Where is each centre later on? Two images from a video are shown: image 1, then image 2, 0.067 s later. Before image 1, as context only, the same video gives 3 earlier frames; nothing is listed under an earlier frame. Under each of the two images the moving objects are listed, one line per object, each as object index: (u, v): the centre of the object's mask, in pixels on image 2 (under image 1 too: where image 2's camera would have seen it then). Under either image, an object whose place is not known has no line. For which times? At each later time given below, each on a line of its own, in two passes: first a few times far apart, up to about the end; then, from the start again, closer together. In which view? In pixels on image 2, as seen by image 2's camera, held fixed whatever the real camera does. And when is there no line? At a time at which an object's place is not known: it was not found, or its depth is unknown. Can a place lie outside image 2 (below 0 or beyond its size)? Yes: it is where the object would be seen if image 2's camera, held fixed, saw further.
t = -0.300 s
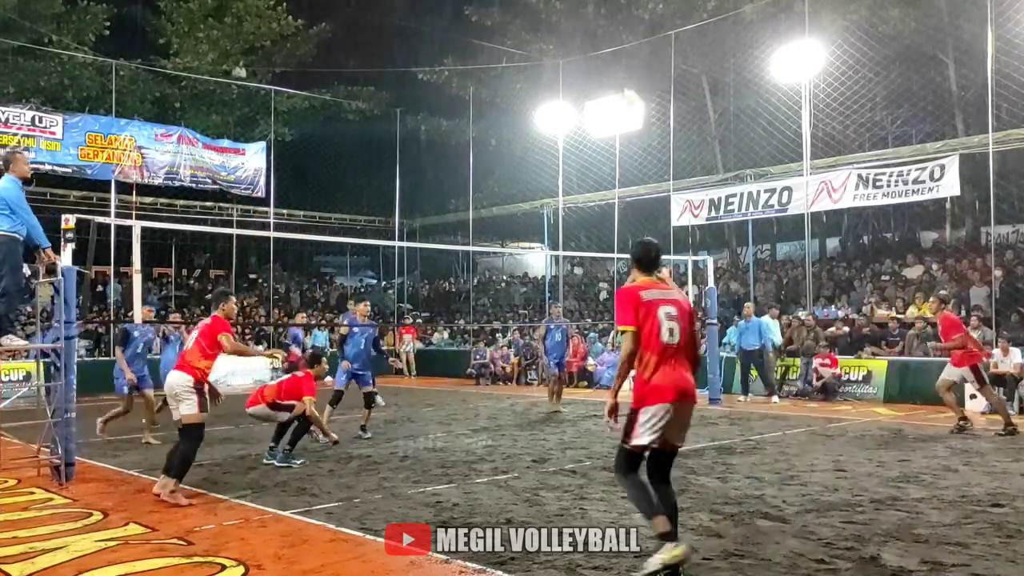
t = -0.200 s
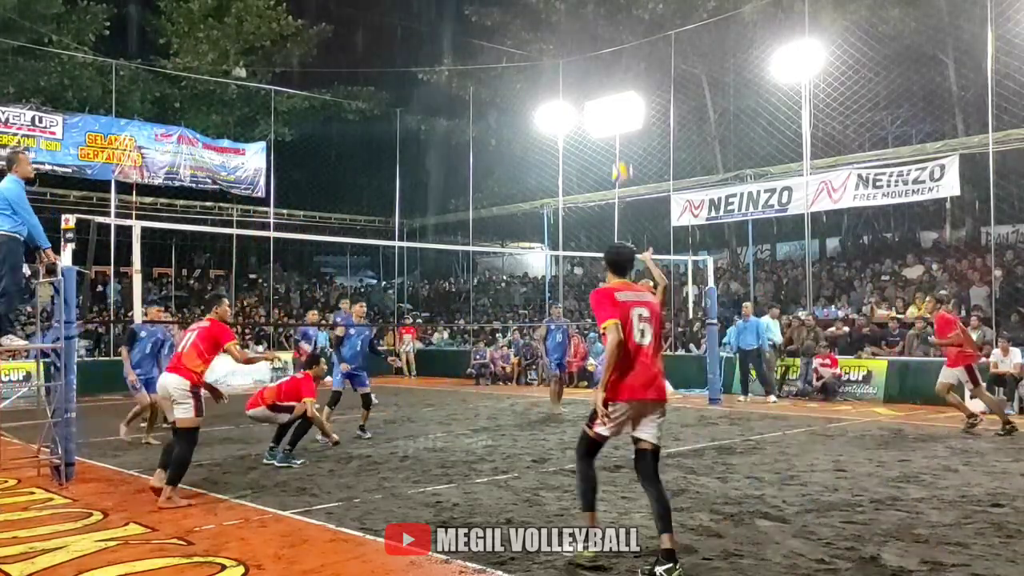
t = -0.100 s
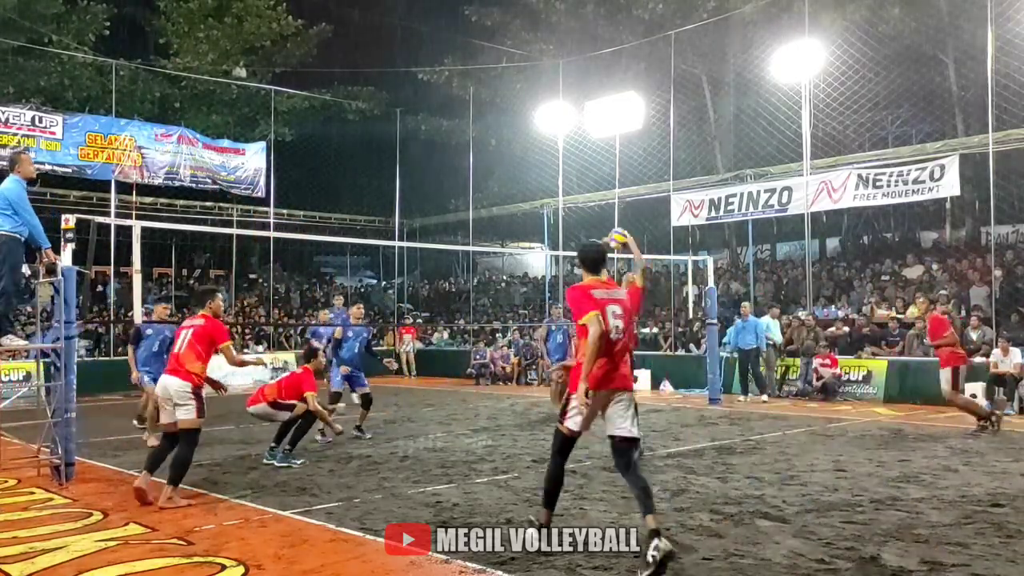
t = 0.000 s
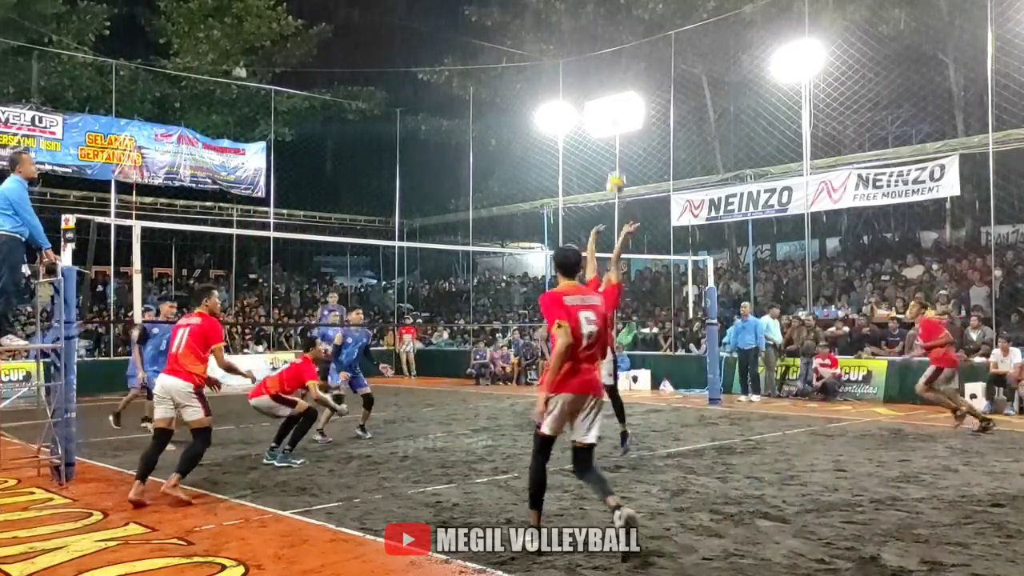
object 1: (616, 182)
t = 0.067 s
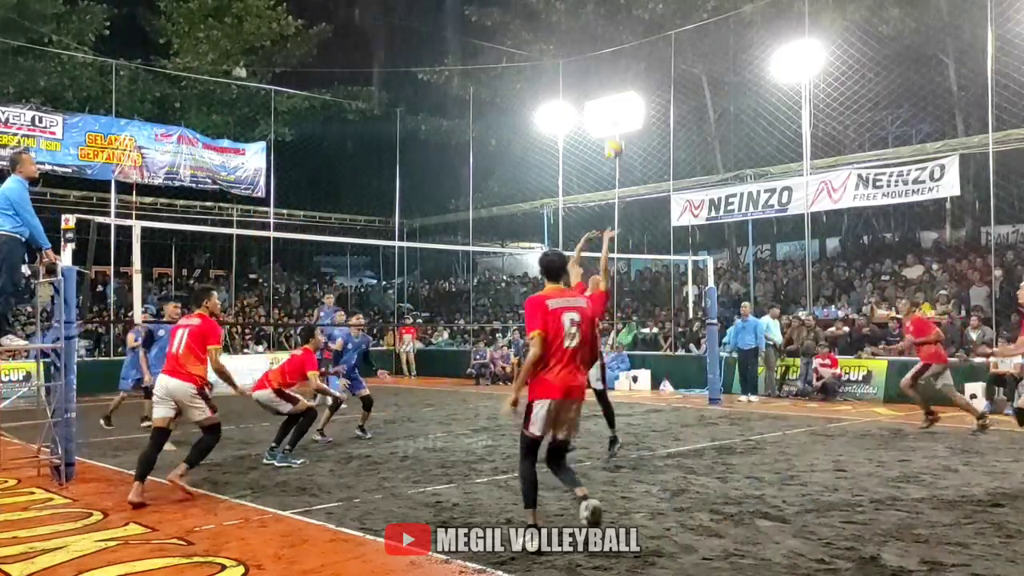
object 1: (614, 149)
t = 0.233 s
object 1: (610, 81)
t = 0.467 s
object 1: (607, 33)
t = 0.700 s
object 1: (604, 34)
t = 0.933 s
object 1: (601, 81)
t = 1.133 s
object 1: (599, 157)
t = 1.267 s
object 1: (598, 223)
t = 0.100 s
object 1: (617, 136)
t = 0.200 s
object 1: (610, 91)
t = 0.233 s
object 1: (610, 81)
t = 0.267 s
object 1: (610, 72)
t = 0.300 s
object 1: (609, 63)
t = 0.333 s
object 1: (609, 55)
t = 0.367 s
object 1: (608, 48)
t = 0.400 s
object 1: (608, 42)
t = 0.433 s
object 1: (607, 37)
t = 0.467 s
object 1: (607, 33)
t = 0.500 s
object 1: (606, 30)
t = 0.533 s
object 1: (606, 29)
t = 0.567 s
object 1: (605, 28)
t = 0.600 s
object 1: (605, 28)
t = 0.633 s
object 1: (605, 29)
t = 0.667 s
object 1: (604, 31)
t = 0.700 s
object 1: (604, 34)
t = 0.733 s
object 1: (603, 38)
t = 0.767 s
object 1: (603, 43)
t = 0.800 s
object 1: (603, 49)
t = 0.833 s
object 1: (602, 56)
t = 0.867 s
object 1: (602, 64)
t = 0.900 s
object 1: (602, 73)
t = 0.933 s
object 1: (601, 81)
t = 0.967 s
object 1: (600, 91)
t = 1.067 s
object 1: (597, 133)
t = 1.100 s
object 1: (597, 144)
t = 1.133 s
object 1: (599, 157)
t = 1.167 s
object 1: (599, 172)
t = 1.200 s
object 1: (599, 187)
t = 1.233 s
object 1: (598, 206)
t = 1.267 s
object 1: (598, 223)
